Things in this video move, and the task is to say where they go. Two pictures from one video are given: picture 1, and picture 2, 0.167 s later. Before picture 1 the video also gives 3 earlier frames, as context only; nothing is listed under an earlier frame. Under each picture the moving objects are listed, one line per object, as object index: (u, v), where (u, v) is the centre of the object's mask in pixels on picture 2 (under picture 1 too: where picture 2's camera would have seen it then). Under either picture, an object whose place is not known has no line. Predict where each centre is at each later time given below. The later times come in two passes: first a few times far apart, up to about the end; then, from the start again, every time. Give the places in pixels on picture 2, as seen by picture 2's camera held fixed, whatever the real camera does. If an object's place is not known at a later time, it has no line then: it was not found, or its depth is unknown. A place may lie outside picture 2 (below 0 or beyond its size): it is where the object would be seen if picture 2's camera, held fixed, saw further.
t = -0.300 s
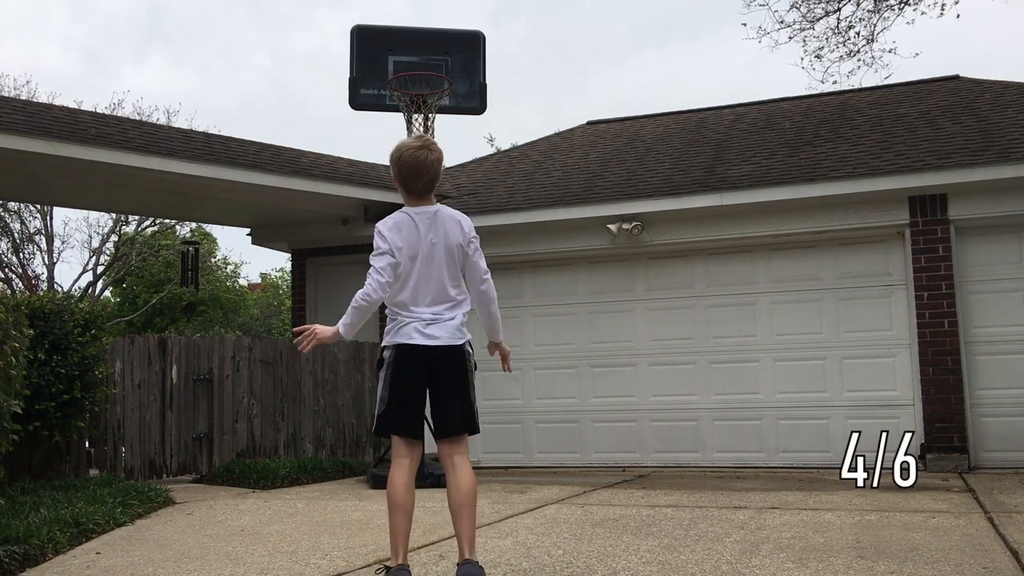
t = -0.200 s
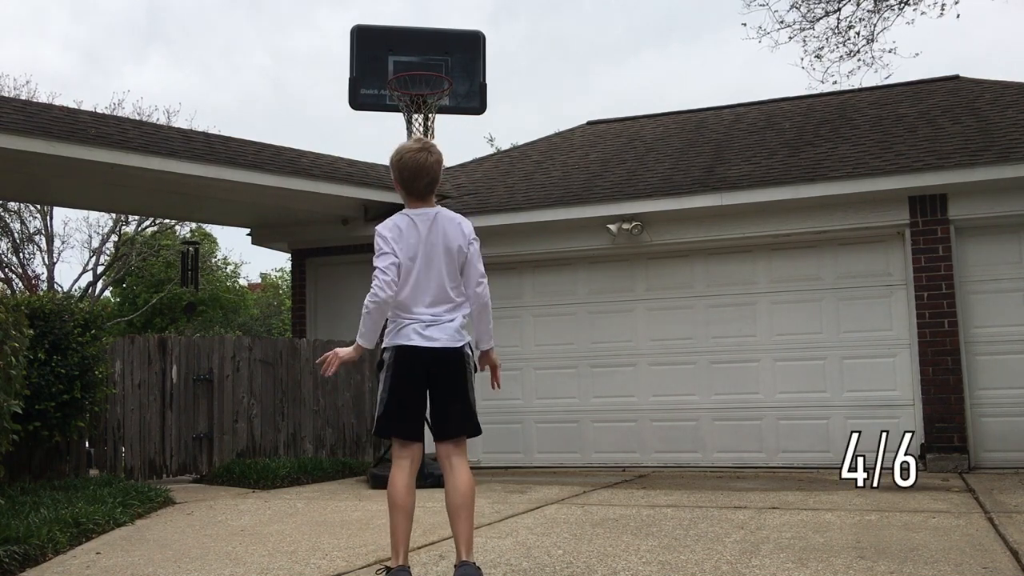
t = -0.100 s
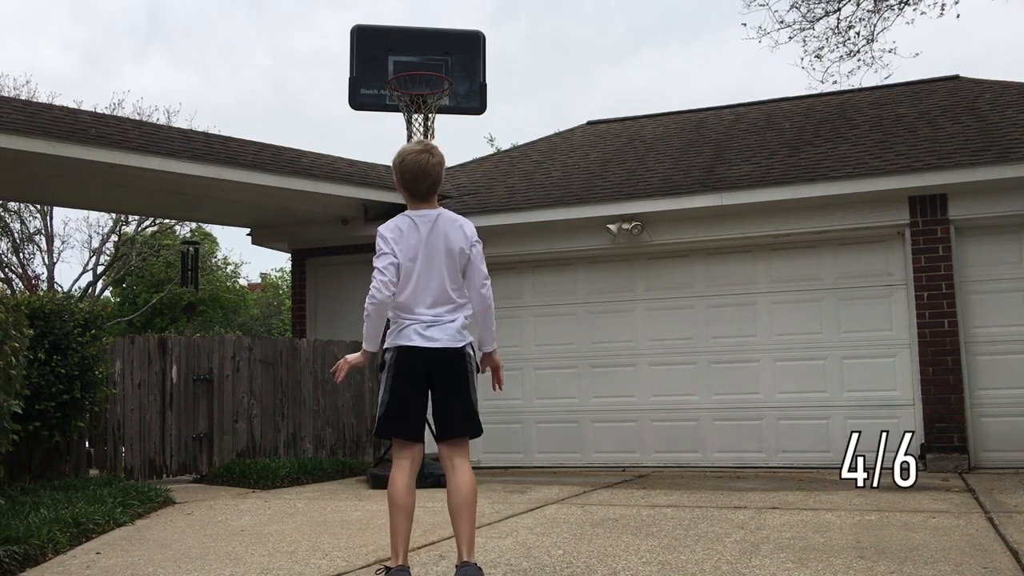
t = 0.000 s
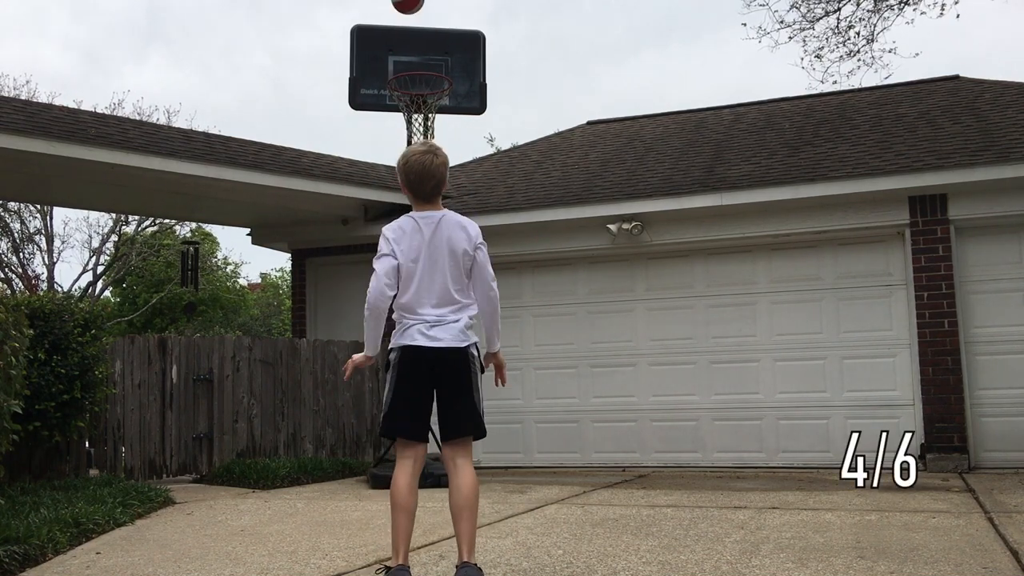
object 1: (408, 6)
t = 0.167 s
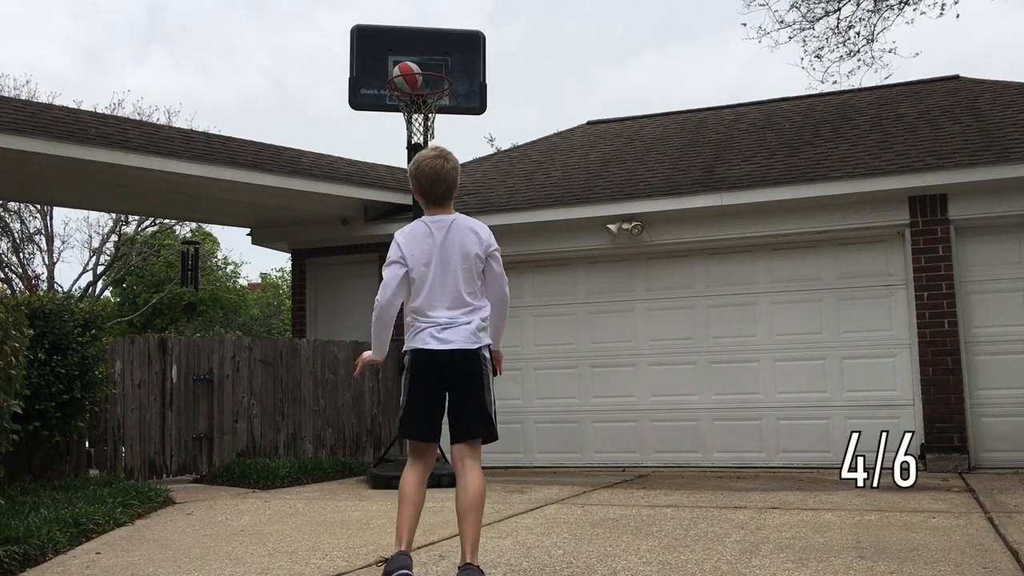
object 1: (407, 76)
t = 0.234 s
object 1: (427, 85)
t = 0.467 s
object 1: (401, 109)
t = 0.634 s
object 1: (405, 130)
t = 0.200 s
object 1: (416, 83)
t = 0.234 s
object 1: (427, 85)
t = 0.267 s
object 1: (432, 88)
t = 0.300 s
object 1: (424, 91)
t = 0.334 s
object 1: (418, 97)
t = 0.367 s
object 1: (411, 103)
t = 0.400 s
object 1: (405, 106)
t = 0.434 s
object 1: (402, 107)
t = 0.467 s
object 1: (401, 109)
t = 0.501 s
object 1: (401, 111)
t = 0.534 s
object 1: (401, 114)
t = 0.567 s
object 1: (402, 119)
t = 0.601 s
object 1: (403, 124)
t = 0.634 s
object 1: (405, 130)
